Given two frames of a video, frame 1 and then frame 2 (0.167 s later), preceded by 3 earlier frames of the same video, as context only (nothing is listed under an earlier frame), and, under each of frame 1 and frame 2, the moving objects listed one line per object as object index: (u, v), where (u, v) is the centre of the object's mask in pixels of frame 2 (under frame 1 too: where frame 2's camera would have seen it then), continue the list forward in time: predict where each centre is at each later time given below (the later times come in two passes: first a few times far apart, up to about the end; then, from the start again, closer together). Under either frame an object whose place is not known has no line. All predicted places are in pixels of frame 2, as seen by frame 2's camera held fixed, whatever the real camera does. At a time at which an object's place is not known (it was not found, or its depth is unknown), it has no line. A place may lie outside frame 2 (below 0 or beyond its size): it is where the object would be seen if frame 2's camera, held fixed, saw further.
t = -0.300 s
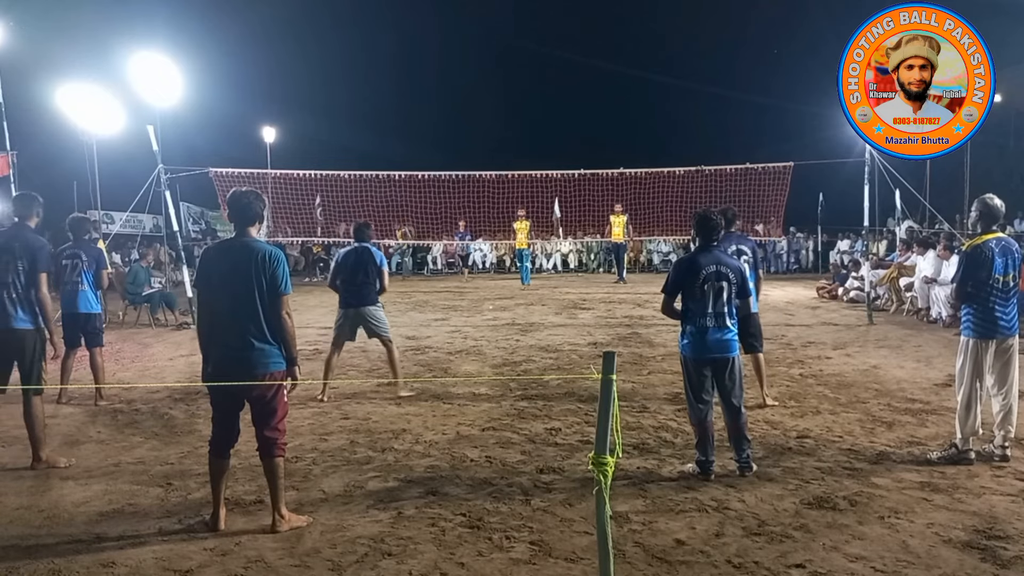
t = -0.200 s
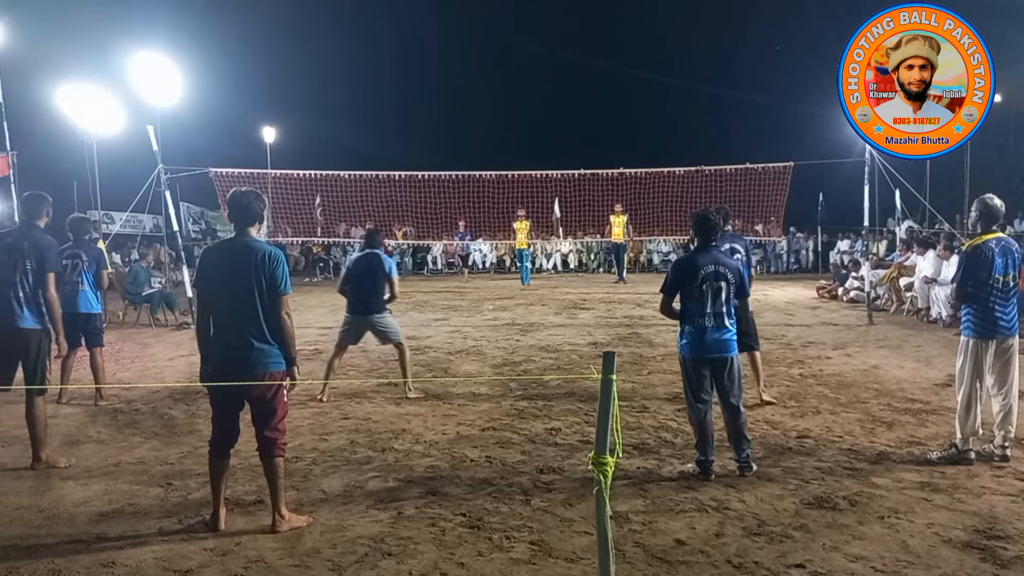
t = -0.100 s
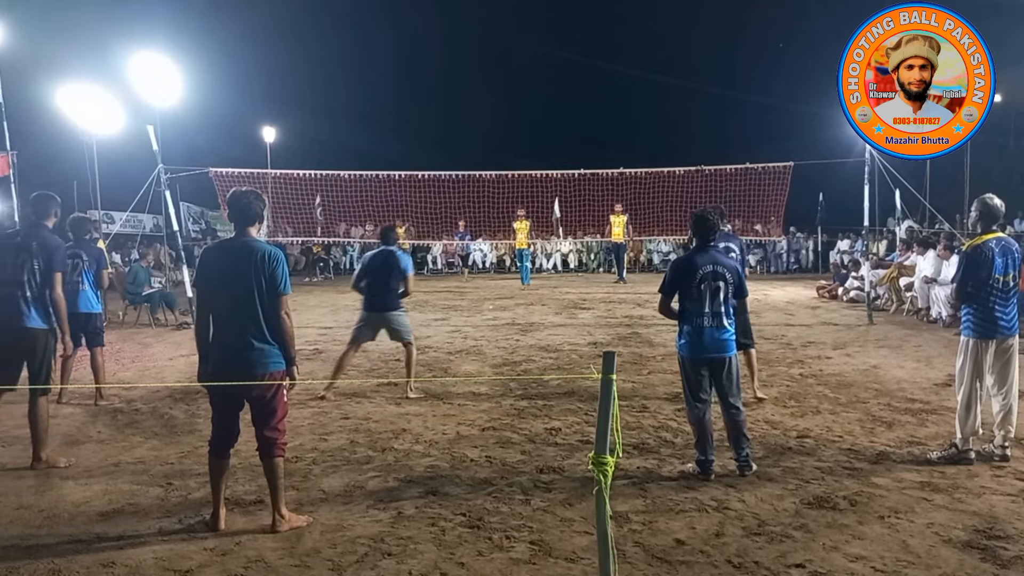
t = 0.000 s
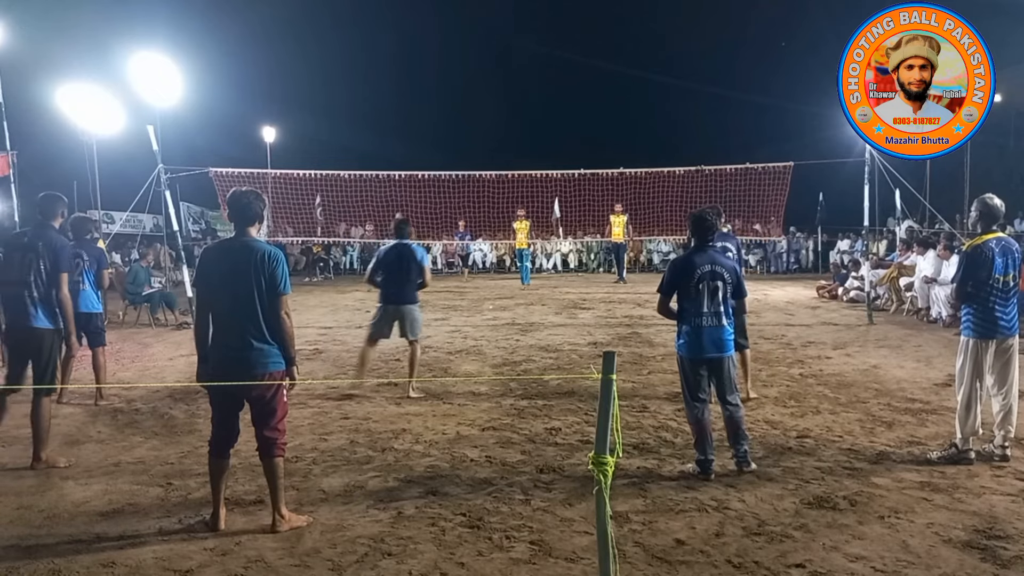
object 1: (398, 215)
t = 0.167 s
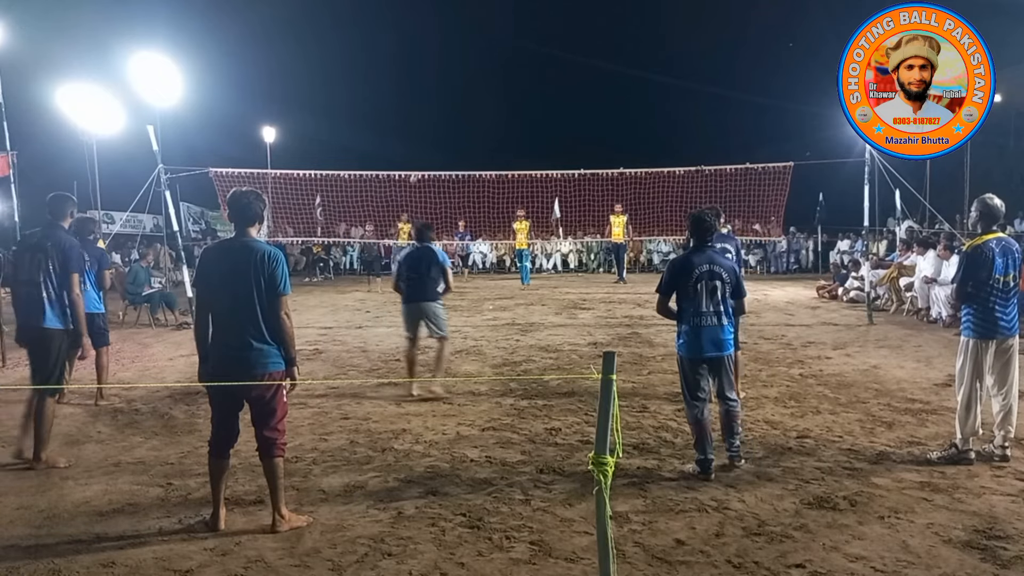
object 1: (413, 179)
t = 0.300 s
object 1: (429, 149)
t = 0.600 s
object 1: (473, 99)
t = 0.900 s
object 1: (548, 83)
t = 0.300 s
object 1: (429, 149)
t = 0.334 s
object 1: (433, 142)
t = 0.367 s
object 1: (437, 136)
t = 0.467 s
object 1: (451, 119)
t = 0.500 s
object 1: (456, 113)
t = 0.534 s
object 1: (461, 108)
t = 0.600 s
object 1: (473, 99)
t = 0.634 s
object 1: (479, 95)
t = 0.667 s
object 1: (486, 91)
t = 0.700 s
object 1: (493, 88)
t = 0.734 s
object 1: (501, 86)
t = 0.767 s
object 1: (509, 84)
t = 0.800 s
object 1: (517, 82)
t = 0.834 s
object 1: (527, 82)
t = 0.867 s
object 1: (537, 82)
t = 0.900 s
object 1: (548, 83)
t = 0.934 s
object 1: (560, 84)
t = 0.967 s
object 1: (573, 87)
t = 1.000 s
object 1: (587, 92)
